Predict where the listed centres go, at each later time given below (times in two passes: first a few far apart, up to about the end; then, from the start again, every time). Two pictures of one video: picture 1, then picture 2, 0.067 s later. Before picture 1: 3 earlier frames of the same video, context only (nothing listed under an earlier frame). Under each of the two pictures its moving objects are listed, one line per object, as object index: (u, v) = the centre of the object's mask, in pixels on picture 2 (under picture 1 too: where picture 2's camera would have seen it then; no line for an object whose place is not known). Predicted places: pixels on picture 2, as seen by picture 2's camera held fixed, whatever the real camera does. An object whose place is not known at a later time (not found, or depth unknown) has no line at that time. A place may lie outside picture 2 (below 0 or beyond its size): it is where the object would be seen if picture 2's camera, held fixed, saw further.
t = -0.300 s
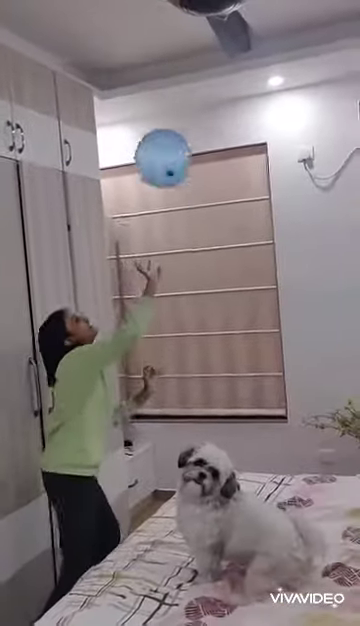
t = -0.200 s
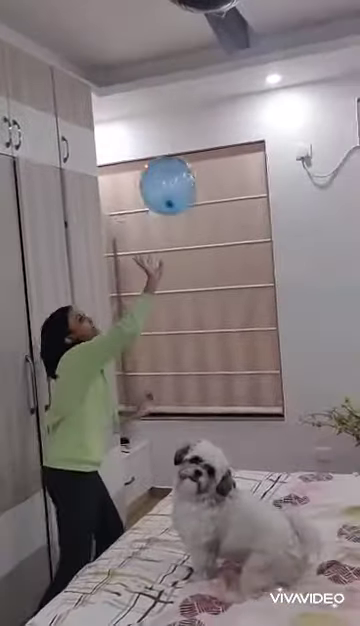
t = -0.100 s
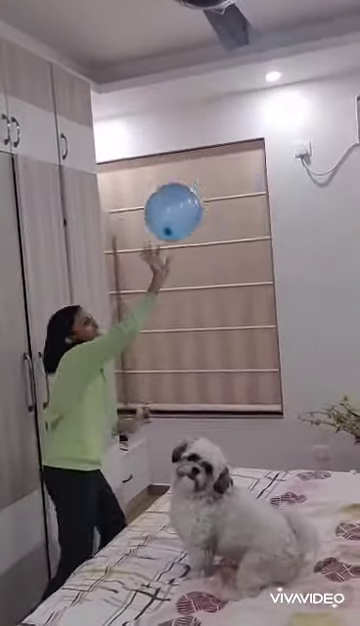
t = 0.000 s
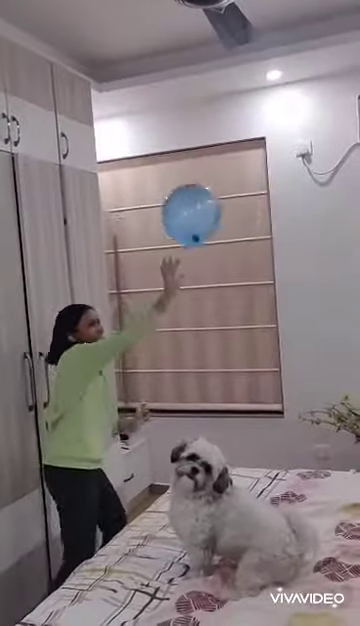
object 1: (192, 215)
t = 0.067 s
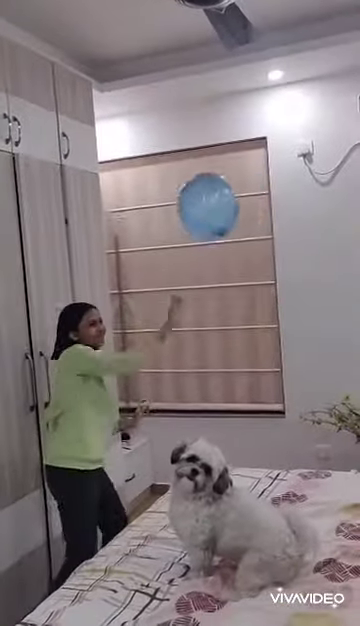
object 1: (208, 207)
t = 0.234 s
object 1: (249, 188)
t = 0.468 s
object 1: (302, 177)
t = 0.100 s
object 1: (216, 203)
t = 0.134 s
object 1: (223, 199)
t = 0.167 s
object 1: (233, 195)
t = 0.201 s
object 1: (241, 191)
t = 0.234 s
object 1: (249, 188)
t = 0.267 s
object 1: (257, 186)
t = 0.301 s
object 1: (264, 183)
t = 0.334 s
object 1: (272, 181)
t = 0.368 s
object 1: (280, 179)
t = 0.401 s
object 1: (287, 177)
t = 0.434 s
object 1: (294, 177)
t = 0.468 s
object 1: (302, 177)
